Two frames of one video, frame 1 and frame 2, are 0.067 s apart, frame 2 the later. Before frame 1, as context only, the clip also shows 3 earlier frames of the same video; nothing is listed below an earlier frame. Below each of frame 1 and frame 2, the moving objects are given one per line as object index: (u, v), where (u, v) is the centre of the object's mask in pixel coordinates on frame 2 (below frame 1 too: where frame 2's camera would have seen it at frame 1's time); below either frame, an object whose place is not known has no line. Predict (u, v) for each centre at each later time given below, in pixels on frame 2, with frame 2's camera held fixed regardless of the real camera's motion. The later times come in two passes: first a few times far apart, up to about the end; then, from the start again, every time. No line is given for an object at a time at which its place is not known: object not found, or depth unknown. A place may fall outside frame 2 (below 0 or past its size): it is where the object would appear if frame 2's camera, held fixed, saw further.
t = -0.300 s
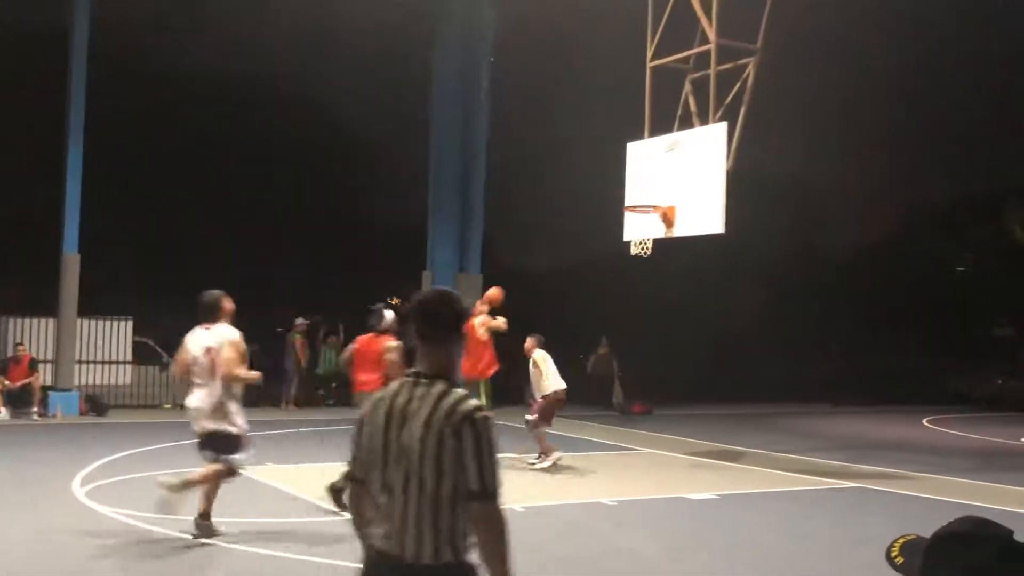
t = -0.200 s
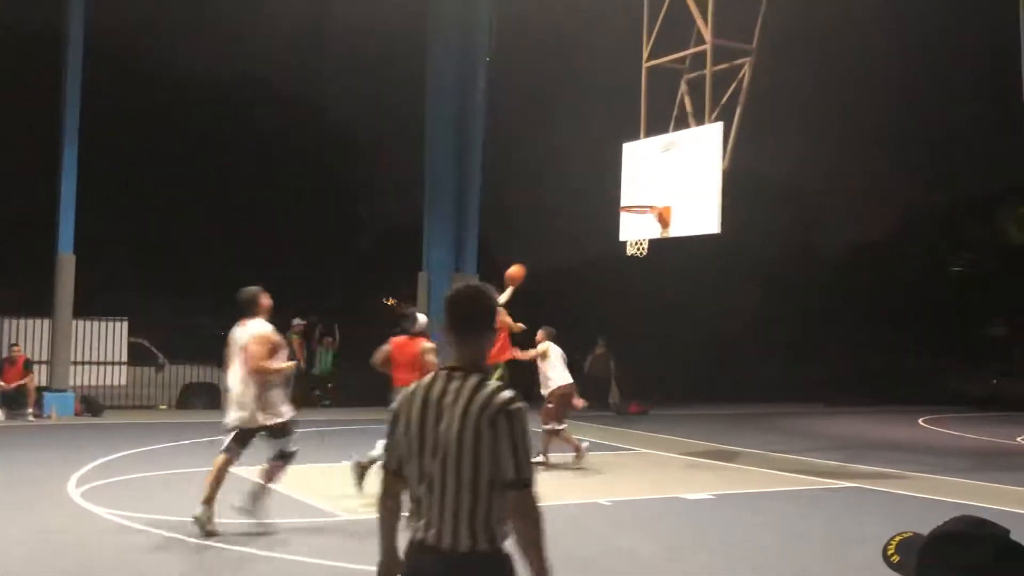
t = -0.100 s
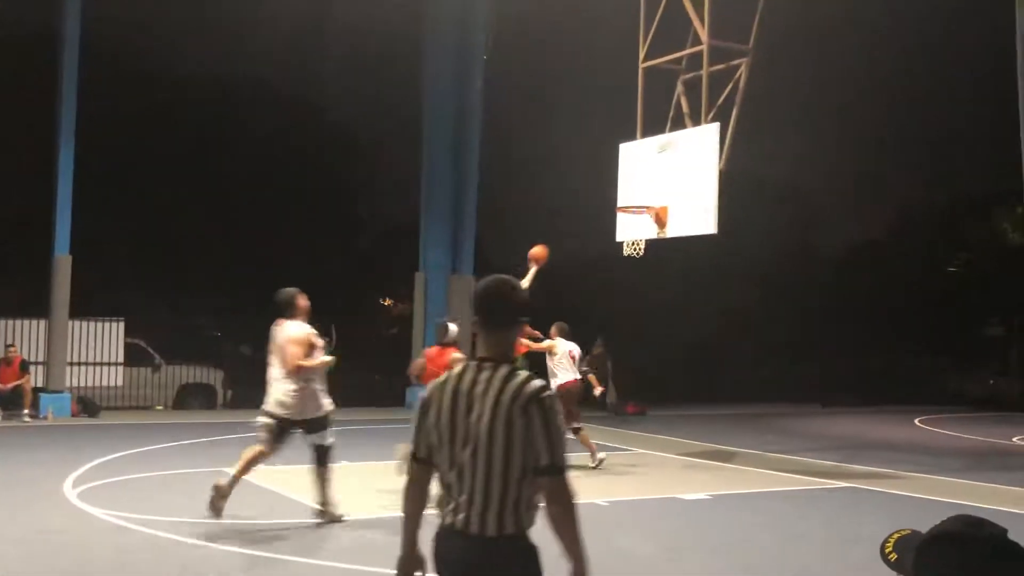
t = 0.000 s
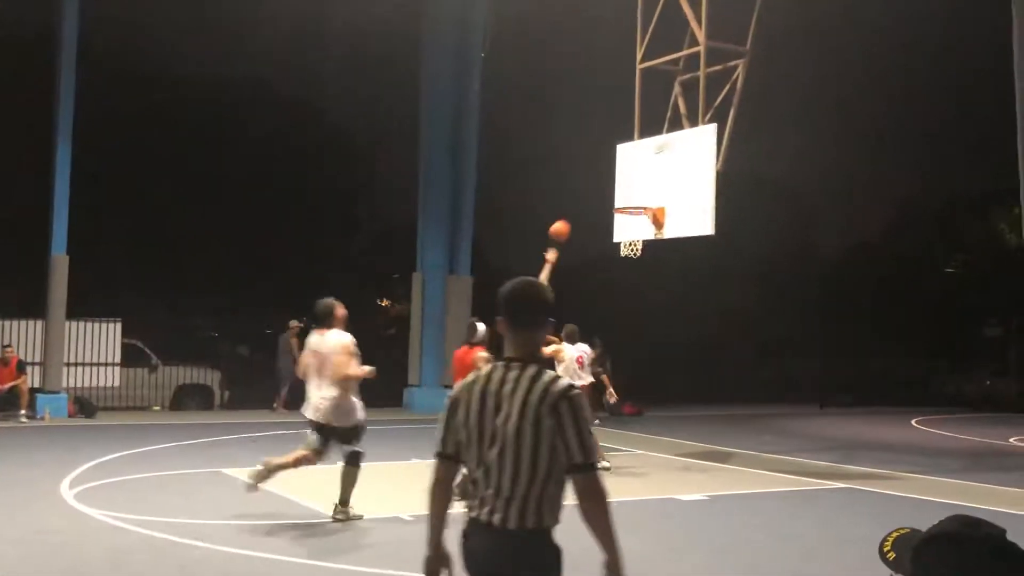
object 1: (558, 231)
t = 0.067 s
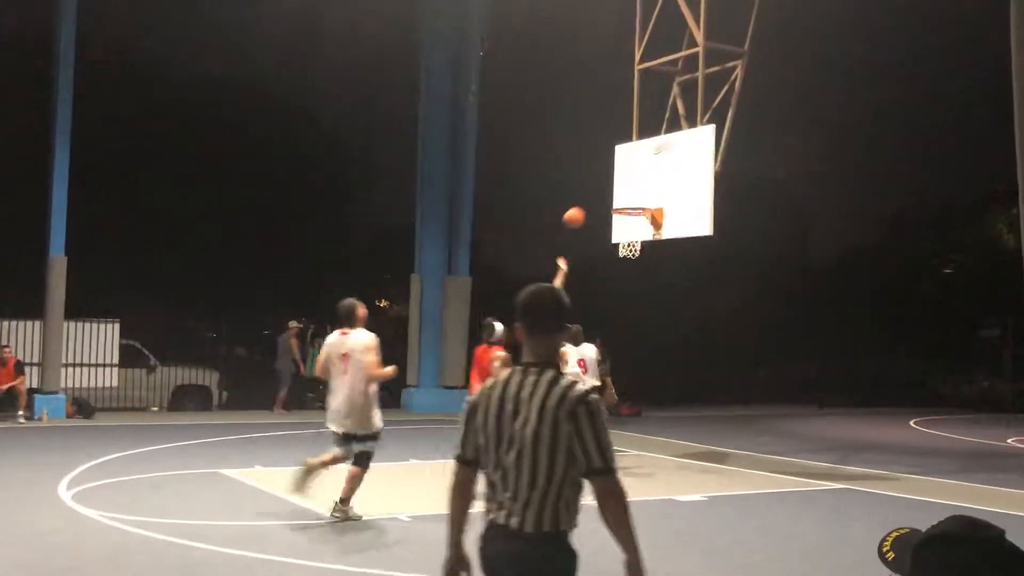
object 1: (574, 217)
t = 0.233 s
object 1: (611, 198)
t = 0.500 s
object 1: (631, 200)
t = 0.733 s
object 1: (629, 237)
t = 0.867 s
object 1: (631, 261)
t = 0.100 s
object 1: (582, 212)
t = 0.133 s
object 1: (589, 208)
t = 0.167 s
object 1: (597, 204)
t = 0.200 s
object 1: (604, 200)
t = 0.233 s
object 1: (611, 198)
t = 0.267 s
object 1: (620, 197)
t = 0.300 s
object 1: (629, 197)
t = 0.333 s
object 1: (636, 197)
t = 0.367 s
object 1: (634, 196)
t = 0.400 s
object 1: (634, 196)
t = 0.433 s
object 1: (633, 197)
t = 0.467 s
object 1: (632, 198)
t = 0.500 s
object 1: (631, 200)
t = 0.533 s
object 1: (630, 203)
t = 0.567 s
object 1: (629, 209)
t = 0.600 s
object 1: (629, 217)
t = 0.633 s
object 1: (629, 220)
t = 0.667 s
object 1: (628, 227)
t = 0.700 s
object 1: (629, 233)
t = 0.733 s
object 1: (629, 237)
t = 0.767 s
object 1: (630, 245)
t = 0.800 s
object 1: (631, 251)
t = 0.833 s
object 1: (631, 255)
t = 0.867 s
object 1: (631, 261)
